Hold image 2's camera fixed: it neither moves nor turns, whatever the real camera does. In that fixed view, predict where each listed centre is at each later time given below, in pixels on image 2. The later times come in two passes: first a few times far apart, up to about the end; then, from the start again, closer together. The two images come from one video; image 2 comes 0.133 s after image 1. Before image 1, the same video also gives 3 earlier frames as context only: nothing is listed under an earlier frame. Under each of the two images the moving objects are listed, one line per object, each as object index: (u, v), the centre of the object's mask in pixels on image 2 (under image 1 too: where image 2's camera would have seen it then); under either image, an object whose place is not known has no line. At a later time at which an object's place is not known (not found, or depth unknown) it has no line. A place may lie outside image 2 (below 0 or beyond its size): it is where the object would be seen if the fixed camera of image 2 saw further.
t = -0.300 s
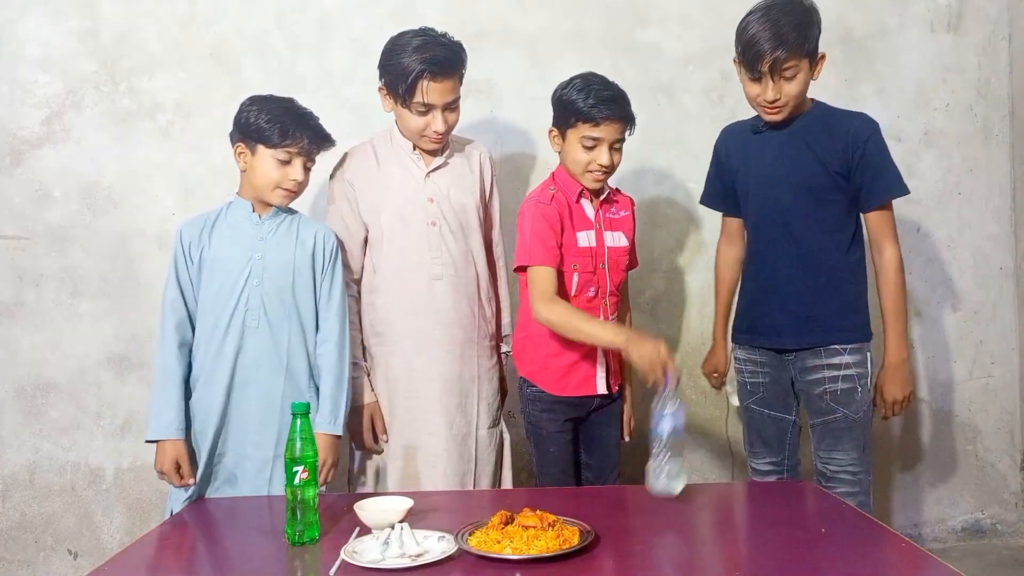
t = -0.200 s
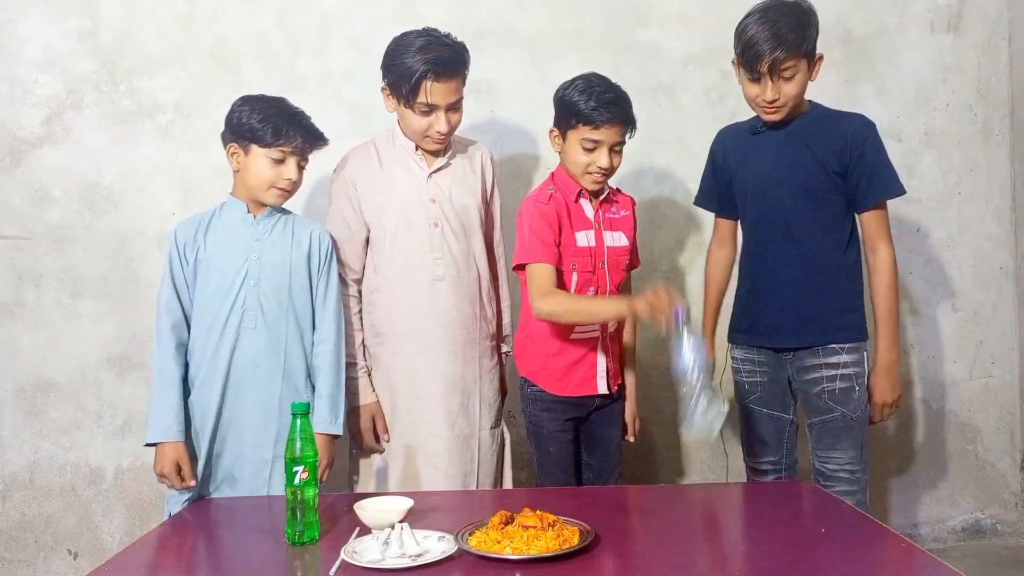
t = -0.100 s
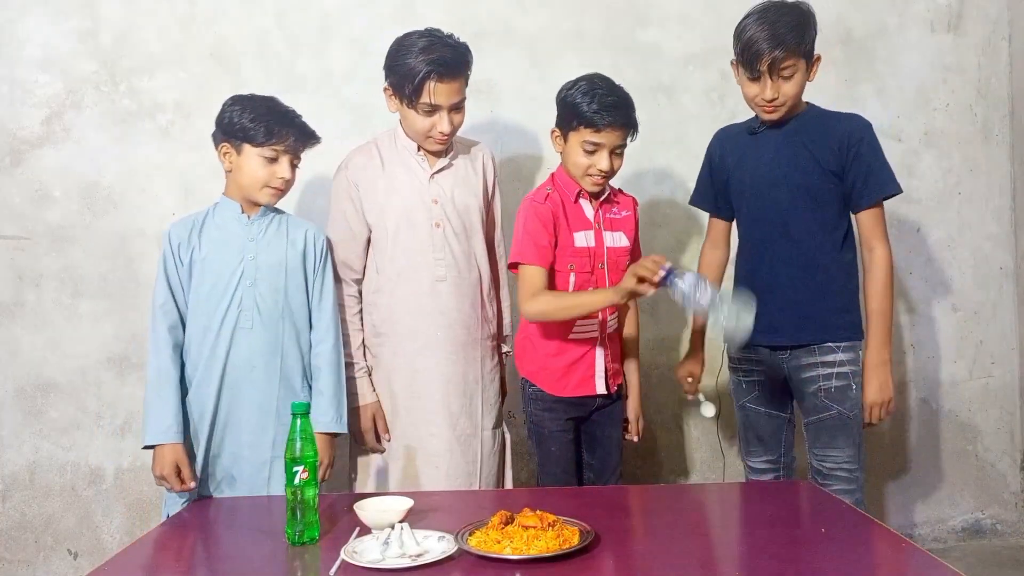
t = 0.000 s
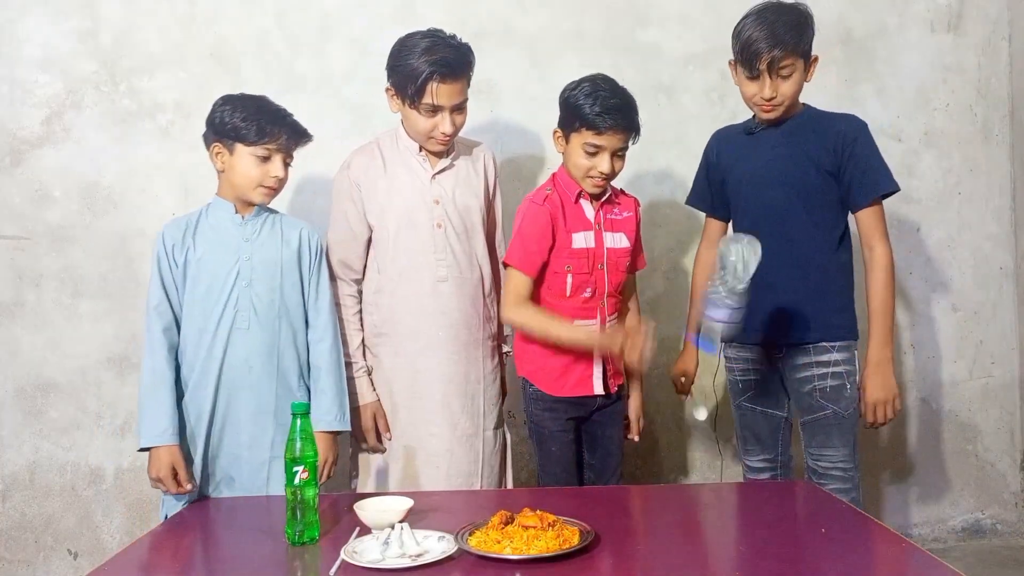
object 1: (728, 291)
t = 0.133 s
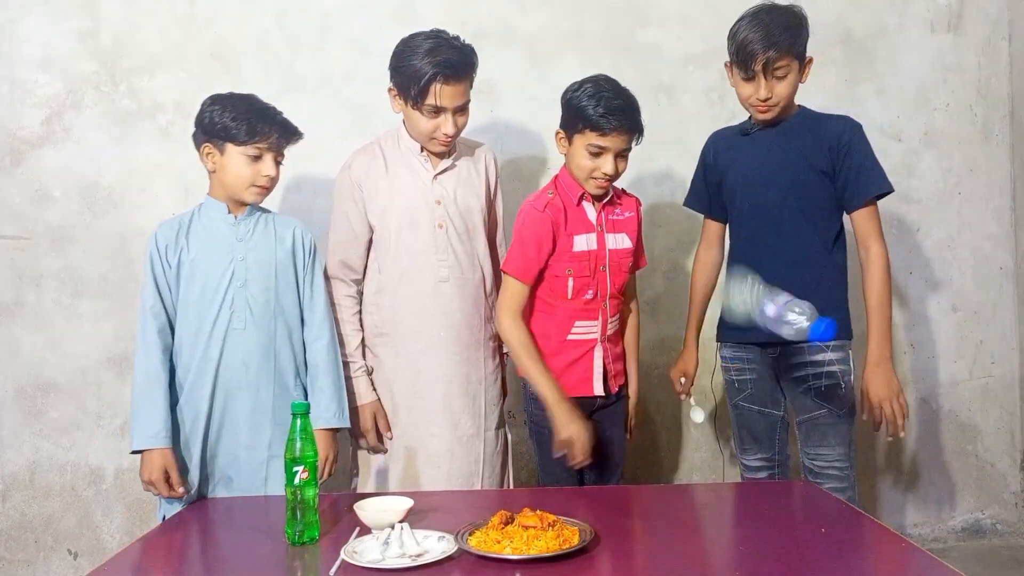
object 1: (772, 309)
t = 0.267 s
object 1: (782, 431)
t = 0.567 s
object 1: (836, 527)
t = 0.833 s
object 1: (845, 524)
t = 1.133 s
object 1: (843, 525)
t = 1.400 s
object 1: (837, 526)
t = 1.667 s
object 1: (831, 528)
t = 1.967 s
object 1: (824, 530)
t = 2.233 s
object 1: (817, 532)
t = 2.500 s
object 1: (812, 534)
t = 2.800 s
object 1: (805, 536)
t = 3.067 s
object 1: (797, 539)
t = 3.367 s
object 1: (786, 542)
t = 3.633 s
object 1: (787, 542)
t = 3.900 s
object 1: (794, 540)
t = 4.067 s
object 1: (798, 538)
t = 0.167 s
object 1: (774, 322)
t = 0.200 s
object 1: (774, 352)
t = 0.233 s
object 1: (777, 389)
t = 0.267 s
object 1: (782, 431)
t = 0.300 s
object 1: (789, 478)
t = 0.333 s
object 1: (803, 491)
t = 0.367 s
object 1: (815, 507)
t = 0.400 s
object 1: (823, 527)
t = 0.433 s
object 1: (825, 526)
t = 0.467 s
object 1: (830, 528)
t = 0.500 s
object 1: (833, 528)
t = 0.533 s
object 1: (835, 527)
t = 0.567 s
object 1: (836, 527)
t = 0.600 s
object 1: (837, 527)
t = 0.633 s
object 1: (839, 526)
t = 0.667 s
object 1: (840, 525)
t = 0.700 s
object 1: (842, 525)
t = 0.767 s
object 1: (843, 525)
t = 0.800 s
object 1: (844, 524)
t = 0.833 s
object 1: (845, 524)
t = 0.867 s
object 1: (845, 524)
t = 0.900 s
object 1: (846, 524)
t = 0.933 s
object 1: (846, 524)
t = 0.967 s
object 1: (846, 524)
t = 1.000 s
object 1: (846, 524)
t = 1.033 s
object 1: (846, 524)
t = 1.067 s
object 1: (845, 524)
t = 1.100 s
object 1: (844, 525)
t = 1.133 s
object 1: (843, 525)
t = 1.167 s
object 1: (843, 525)
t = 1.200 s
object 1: (842, 525)
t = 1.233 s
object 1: (841, 525)
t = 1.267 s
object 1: (839, 526)
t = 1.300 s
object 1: (838, 526)
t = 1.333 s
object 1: (838, 526)
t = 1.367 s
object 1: (838, 526)
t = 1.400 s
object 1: (837, 526)
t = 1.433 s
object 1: (836, 527)
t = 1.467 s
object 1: (834, 528)
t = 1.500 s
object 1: (833, 528)
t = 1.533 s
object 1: (833, 528)
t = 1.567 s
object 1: (833, 528)
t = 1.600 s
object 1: (833, 527)
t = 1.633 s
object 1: (833, 528)
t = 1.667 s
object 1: (831, 528)
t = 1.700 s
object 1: (830, 529)
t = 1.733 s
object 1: (830, 529)
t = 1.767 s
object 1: (830, 528)
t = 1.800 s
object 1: (830, 528)
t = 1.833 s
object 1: (829, 529)
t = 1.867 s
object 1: (828, 529)
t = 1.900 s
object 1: (826, 530)
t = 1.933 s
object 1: (825, 530)
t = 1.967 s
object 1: (824, 530)
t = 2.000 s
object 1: (823, 531)
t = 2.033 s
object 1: (822, 531)
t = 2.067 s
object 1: (822, 531)
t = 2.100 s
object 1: (821, 531)
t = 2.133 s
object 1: (819, 532)
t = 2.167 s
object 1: (818, 532)
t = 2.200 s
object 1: (817, 532)
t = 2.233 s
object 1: (817, 532)
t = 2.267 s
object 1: (817, 532)
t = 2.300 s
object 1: (817, 533)
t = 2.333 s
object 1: (815, 533)
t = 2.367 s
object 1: (814, 533)
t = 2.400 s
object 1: (813, 534)
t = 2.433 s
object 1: (813, 534)
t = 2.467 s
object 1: (813, 534)
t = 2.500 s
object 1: (812, 534)
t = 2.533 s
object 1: (811, 534)
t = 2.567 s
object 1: (810, 535)
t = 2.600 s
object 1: (808, 535)
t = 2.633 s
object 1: (807, 535)
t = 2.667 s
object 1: (807, 535)
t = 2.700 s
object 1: (807, 535)
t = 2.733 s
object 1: (807, 535)
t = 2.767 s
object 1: (806, 536)
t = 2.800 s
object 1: (805, 536)
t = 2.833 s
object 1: (804, 536)
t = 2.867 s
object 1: (803, 537)
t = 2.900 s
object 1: (803, 537)
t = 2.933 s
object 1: (802, 537)
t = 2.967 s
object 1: (801, 537)
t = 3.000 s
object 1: (800, 538)
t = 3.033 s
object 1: (798, 538)
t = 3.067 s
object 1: (797, 539)
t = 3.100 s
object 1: (796, 539)
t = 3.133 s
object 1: (794, 540)
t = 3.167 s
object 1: (793, 540)
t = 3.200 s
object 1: (792, 540)
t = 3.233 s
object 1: (791, 541)
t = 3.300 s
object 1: (789, 541)
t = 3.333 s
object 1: (788, 541)
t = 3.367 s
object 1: (786, 542)
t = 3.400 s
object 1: (786, 542)
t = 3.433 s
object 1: (785, 542)
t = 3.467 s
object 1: (786, 542)
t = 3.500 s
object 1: (786, 542)
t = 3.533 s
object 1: (785, 542)
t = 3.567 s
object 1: (785, 542)
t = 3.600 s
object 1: (786, 542)
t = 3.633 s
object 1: (787, 542)
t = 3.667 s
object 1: (788, 541)
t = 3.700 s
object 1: (788, 541)
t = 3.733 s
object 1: (789, 541)
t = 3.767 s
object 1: (790, 541)
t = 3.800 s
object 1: (791, 540)
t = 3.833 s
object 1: (792, 540)
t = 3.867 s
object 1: (793, 540)
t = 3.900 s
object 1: (794, 540)
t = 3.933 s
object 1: (795, 539)
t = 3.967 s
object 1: (796, 539)
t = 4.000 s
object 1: (797, 539)
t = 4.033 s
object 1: (797, 539)
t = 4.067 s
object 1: (798, 538)
